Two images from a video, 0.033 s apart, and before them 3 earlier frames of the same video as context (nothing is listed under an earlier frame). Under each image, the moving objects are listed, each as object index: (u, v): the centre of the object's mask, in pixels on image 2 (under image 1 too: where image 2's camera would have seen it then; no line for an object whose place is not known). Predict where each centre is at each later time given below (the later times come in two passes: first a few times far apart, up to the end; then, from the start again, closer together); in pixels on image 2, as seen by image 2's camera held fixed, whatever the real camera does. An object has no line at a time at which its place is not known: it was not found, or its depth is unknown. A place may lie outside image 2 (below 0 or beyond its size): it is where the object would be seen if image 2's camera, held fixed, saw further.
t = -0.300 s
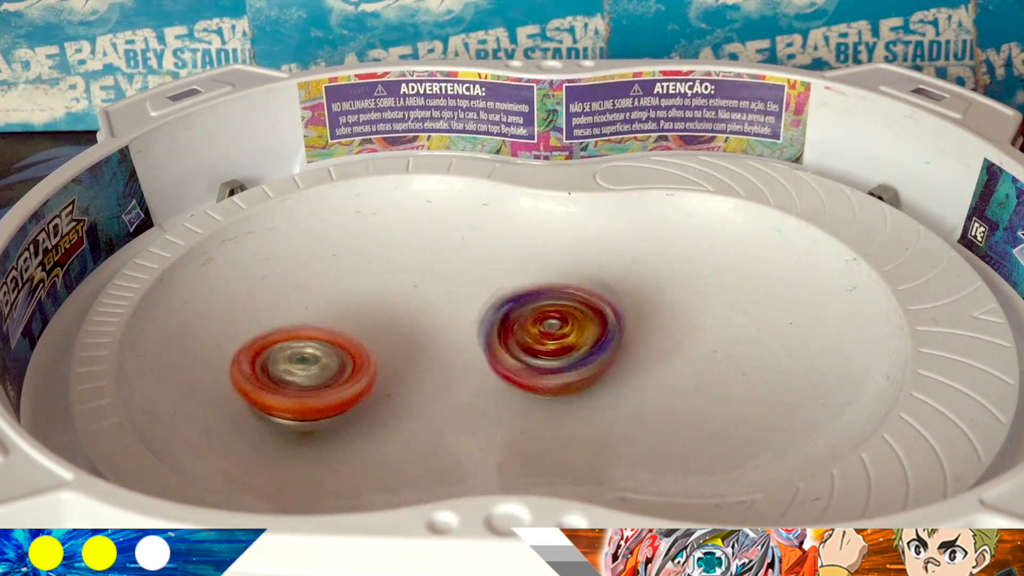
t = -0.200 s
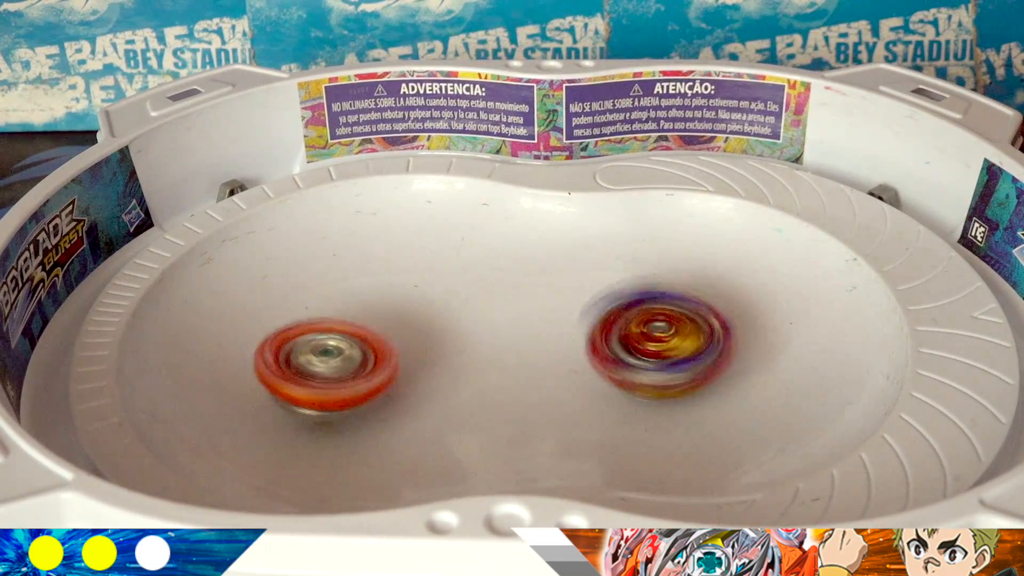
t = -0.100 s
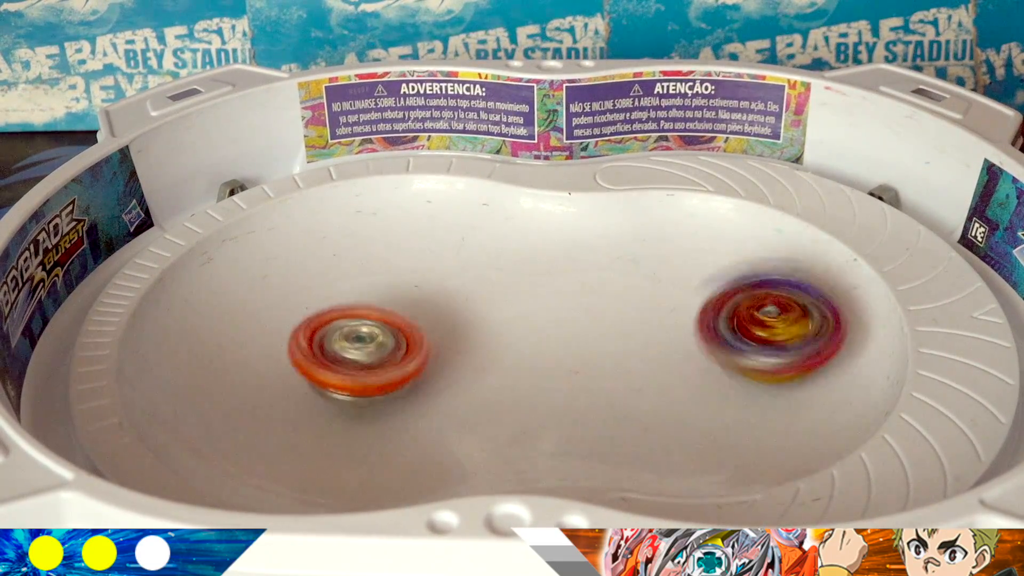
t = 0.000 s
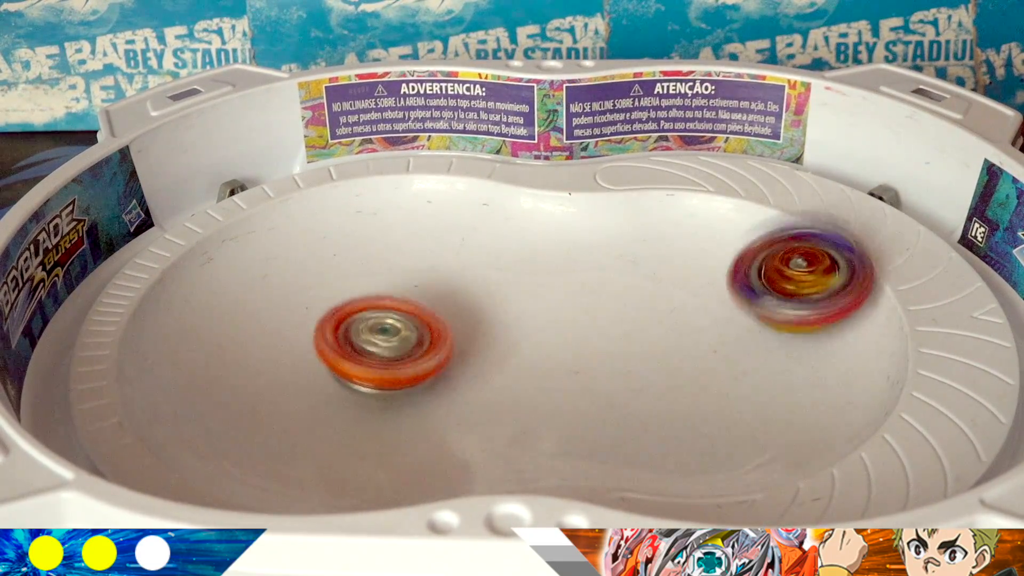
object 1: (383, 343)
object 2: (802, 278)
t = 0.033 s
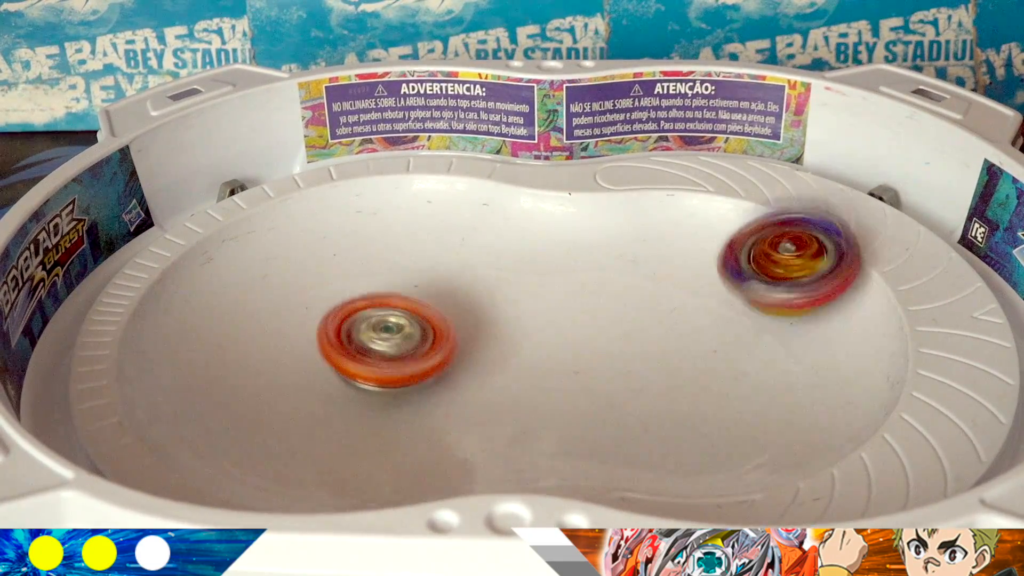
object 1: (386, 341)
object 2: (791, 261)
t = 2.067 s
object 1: (406, 284)
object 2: (575, 339)
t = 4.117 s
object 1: (374, 335)
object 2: (649, 332)
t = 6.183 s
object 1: (355, 300)
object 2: (721, 334)
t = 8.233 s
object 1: (421, 283)
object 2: (490, 357)
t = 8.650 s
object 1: (387, 305)
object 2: (494, 352)
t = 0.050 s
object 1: (387, 340)
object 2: (782, 254)
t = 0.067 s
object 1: (388, 337)
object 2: (770, 246)
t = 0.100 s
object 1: (387, 331)
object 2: (739, 236)
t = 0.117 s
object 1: (386, 328)
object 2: (721, 235)
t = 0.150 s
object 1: (381, 321)
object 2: (683, 234)
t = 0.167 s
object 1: (379, 317)
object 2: (662, 237)
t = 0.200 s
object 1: (373, 310)
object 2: (627, 247)
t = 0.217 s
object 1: (371, 306)
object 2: (610, 256)
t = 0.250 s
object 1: (364, 301)
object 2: (574, 276)
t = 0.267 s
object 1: (360, 299)
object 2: (557, 287)
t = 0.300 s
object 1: (352, 298)
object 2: (525, 309)
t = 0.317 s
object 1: (350, 298)
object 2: (511, 323)
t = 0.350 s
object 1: (345, 300)
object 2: (486, 346)
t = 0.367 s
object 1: (343, 301)
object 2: (474, 356)
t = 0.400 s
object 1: (338, 303)
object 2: (455, 373)
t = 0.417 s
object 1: (337, 305)
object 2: (449, 381)
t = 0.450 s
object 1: (336, 308)
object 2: (438, 394)
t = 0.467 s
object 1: (337, 308)
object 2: (433, 397)
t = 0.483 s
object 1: (338, 309)
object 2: (431, 400)
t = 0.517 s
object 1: (340, 310)
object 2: (426, 408)
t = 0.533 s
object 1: (342, 310)
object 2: (423, 409)
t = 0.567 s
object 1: (349, 310)
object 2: (422, 409)
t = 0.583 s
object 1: (352, 310)
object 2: (423, 410)
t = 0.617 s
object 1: (359, 310)
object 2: (426, 408)
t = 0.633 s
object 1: (362, 309)
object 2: (427, 405)
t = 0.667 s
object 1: (367, 309)
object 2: (432, 398)
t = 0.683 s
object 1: (371, 308)
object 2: (436, 395)
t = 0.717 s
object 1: (378, 307)
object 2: (444, 386)
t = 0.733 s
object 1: (380, 305)
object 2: (449, 384)
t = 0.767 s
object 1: (375, 289)
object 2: (465, 385)
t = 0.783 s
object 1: (373, 282)
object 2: (474, 385)
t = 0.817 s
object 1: (371, 270)
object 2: (492, 385)
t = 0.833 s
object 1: (369, 266)
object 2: (501, 384)
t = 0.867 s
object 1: (368, 262)
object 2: (516, 380)
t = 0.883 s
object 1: (368, 261)
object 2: (522, 378)
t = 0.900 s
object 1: (370, 262)
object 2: (529, 374)
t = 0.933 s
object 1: (373, 266)
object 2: (534, 367)
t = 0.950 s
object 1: (374, 269)
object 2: (534, 362)
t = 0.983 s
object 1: (375, 279)
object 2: (532, 354)
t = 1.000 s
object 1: (376, 285)
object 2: (529, 349)
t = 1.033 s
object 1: (375, 295)
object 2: (518, 340)
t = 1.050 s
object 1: (373, 301)
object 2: (510, 336)
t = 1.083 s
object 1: (345, 302)
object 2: (514, 336)
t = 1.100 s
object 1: (325, 298)
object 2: (522, 339)
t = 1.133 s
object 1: (291, 290)
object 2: (538, 342)
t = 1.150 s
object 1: (278, 287)
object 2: (548, 343)
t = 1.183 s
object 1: (259, 282)
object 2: (564, 347)
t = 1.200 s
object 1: (255, 281)
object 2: (570, 349)
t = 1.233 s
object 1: (250, 284)
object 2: (583, 352)
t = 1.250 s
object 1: (253, 289)
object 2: (592, 353)
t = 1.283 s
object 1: (264, 299)
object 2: (610, 352)
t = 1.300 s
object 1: (272, 305)
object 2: (616, 353)
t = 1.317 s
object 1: (282, 311)
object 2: (621, 352)
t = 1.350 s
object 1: (307, 321)
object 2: (635, 349)
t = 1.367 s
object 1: (320, 325)
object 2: (643, 349)
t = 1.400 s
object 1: (343, 332)
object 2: (653, 345)
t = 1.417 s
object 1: (354, 335)
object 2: (656, 344)
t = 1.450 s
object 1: (376, 339)
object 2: (664, 340)
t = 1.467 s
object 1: (385, 341)
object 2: (670, 339)
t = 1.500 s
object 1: (401, 343)
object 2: (672, 336)
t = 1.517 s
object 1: (408, 343)
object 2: (672, 334)
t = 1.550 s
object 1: (421, 342)
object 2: (675, 329)
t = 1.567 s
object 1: (427, 341)
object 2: (676, 328)
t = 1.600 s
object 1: (439, 335)
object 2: (670, 325)
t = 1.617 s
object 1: (444, 333)
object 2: (668, 325)
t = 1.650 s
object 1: (453, 327)
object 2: (666, 321)
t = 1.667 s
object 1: (458, 323)
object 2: (662, 321)
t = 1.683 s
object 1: (464, 319)
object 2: (657, 320)
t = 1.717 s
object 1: (471, 312)
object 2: (650, 319)
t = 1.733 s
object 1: (474, 307)
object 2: (647, 319)
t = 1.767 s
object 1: (481, 299)
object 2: (634, 319)
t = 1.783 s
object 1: (482, 296)
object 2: (626, 319)
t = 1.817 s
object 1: (480, 289)
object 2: (619, 318)
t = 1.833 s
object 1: (474, 286)
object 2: (615, 319)
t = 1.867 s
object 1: (461, 281)
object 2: (609, 325)
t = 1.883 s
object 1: (456, 280)
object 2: (610, 325)
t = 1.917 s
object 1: (445, 279)
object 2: (602, 330)
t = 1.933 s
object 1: (440, 279)
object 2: (599, 332)
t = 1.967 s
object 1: (429, 281)
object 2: (598, 331)
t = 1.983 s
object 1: (425, 281)
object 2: (593, 333)
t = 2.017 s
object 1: (416, 282)
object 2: (588, 336)
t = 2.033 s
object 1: (412, 283)
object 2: (586, 336)
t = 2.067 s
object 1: (406, 284)
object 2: (575, 339)
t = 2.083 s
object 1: (403, 285)
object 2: (575, 338)
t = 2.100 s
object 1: (401, 285)
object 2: (574, 338)
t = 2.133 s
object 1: (397, 287)
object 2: (563, 342)
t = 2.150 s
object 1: (396, 288)
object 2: (564, 341)
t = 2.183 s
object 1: (393, 291)
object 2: (557, 341)
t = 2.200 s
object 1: (392, 292)
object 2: (552, 342)
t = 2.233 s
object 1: (391, 296)
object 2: (551, 339)
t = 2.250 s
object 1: (390, 298)
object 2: (546, 341)
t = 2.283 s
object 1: (390, 302)
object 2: (540, 338)
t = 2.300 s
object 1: (390, 304)
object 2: (535, 337)
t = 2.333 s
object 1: (389, 308)
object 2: (521, 339)
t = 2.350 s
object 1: (385, 307)
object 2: (521, 339)
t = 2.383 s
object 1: (358, 302)
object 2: (531, 343)
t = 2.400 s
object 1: (346, 300)
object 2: (537, 344)
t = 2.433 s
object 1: (327, 296)
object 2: (544, 347)
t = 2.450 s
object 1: (320, 296)
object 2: (547, 349)
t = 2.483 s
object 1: (311, 295)
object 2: (554, 349)
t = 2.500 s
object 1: (308, 296)
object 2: (552, 351)
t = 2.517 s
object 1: (308, 297)
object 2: (559, 351)
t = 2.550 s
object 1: (311, 302)
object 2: (558, 353)
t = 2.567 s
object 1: (314, 306)
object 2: (564, 354)
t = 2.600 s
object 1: (326, 314)
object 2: (565, 353)
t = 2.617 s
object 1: (332, 318)
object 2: (568, 353)
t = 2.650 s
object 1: (348, 325)
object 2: (570, 350)
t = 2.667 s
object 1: (357, 329)
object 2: (570, 352)
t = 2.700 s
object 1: (372, 336)
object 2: (573, 350)
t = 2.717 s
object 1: (381, 340)
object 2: (568, 349)
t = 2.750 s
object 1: (394, 346)
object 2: (570, 345)
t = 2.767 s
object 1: (399, 350)
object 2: (566, 346)
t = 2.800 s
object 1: (407, 353)
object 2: (568, 342)
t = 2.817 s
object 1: (410, 354)
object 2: (561, 343)
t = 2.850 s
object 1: (414, 354)
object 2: (568, 338)
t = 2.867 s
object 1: (401, 354)
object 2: (577, 337)
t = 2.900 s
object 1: (379, 351)
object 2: (603, 330)
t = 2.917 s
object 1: (369, 349)
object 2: (606, 328)
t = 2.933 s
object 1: (358, 346)
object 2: (617, 326)
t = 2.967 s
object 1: (343, 341)
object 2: (633, 319)
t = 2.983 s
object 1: (336, 338)
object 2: (641, 315)
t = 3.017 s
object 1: (328, 331)
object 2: (651, 308)
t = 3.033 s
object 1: (324, 328)
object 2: (657, 305)
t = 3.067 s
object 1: (323, 322)
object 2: (663, 300)
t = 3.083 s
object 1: (325, 320)
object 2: (670, 298)
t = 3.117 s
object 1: (332, 315)
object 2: (670, 297)
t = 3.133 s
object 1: (338, 315)
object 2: (676, 293)
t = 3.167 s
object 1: (349, 314)
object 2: (674, 293)
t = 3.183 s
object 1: (356, 316)
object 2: (678, 293)
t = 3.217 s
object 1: (366, 319)
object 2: (674, 295)
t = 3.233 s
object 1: (371, 323)
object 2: (679, 294)
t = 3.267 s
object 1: (379, 327)
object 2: (675, 297)
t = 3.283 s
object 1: (383, 331)
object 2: (677, 295)
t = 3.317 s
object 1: (387, 334)
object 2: (673, 300)
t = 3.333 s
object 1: (388, 337)
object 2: (675, 301)
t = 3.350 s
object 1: (390, 338)
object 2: (669, 304)
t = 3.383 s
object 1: (388, 340)
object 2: (673, 307)
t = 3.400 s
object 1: (387, 341)
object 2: (670, 312)
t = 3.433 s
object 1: (381, 340)
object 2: (674, 315)
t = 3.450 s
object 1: (379, 340)
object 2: (674, 320)
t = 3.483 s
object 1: (372, 336)
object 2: (677, 322)
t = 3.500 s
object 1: (369, 334)
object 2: (680, 327)
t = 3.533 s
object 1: (364, 328)
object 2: (680, 331)
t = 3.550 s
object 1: (362, 325)
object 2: (687, 332)
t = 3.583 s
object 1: (361, 317)
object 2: (688, 338)
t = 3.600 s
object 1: (361, 314)
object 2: (695, 338)
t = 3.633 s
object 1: (364, 307)
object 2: (696, 343)
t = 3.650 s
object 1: (366, 304)
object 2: (701, 342)
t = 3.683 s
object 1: (373, 298)
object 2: (707, 344)
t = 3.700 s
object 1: (376, 296)
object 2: (705, 344)
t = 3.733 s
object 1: (385, 292)
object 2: (712, 343)
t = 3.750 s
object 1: (388, 292)
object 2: (710, 346)
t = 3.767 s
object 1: (392, 292)
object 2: (712, 344)
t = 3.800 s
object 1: (396, 294)
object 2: (708, 343)
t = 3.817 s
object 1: (399, 297)
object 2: (714, 343)
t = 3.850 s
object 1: (403, 302)
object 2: (713, 339)
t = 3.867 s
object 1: (404, 305)
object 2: (707, 341)
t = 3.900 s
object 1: (405, 315)
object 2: (704, 338)
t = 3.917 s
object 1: (404, 319)
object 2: (697, 338)
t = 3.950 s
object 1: (398, 329)
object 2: (693, 337)
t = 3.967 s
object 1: (395, 330)
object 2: (691, 336)
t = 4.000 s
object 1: (388, 336)
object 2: (679, 336)
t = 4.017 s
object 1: (386, 337)
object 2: (681, 335)
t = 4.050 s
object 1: (381, 340)
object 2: (670, 335)
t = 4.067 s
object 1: (380, 338)
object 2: (669, 333)
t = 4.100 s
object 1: (375, 338)
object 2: (659, 333)
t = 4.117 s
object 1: (374, 335)
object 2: (649, 332)
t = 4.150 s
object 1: (371, 331)
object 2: (640, 330)
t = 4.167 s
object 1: (371, 328)
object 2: (631, 331)
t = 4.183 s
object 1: (371, 326)
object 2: (630, 329)
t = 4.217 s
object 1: (375, 317)
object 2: (613, 328)
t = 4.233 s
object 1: (376, 314)
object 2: (608, 326)
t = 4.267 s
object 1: (383, 305)
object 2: (595, 326)
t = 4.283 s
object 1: (386, 302)
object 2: (582, 326)
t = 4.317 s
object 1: (397, 296)
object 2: (566, 325)
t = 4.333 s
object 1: (401, 292)
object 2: (553, 328)
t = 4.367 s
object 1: (413, 290)
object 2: (533, 327)
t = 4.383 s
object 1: (415, 286)
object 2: (531, 330)
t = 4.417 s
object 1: (408, 279)
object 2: (524, 338)
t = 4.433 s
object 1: (406, 276)
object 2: (522, 342)
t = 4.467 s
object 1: (397, 271)
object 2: (518, 351)
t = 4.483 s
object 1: (394, 272)
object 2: (512, 358)
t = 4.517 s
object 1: (384, 272)
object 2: (512, 364)
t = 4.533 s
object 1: (381, 274)
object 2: (518, 365)
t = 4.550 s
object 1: (375, 276)
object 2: (516, 367)
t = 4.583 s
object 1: (367, 281)
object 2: (523, 369)
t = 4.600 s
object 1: (362, 283)
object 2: (524, 373)
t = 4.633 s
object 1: (359, 294)
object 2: (527, 372)
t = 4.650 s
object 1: (357, 298)
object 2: (536, 369)
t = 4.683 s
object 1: (357, 307)
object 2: (540, 368)
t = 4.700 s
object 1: (357, 312)
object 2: (534, 366)
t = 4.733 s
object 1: (360, 319)
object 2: (536, 362)
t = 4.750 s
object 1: (361, 324)
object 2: (537, 361)
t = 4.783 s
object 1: (364, 332)
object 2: (534, 355)
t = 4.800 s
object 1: (368, 337)
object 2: (532, 351)
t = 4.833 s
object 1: (371, 344)
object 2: (524, 343)
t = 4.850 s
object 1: (374, 348)
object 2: (517, 344)
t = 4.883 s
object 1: (363, 352)
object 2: (518, 338)
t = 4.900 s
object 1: (358, 352)
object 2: (526, 333)
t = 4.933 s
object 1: (352, 354)
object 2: (529, 326)
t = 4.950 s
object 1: (349, 353)
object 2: (523, 325)
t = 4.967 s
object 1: (346, 354)
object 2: (528, 319)
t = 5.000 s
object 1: (343, 353)
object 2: (523, 313)
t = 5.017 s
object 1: (342, 352)
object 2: (514, 314)
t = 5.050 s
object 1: (340, 351)
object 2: (502, 311)
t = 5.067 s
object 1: (341, 349)
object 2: (501, 307)
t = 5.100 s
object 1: (341, 346)
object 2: (486, 306)
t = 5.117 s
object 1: (343, 344)
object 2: (475, 309)
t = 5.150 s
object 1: (321, 340)
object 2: (477, 313)
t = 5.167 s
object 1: (304, 341)
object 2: (486, 310)
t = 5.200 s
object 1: (279, 337)
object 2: (489, 310)
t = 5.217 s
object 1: (270, 335)
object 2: (497, 310)
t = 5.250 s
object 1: (260, 332)
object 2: (496, 314)
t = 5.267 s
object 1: (260, 331)
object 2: (494, 317)
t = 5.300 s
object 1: (261, 332)
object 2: (493, 324)
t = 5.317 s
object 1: (265, 334)
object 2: (486, 331)
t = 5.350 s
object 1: (277, 337)
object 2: (489, 338)
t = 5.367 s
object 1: (285, 339)
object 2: (486, 342)
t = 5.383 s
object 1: (294, 341)
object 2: (493, 344)
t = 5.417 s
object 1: (313, 345)
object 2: (491, 350)
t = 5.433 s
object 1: (325, 347)
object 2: (493, 354)
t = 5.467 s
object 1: (345, 349)
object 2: (498, 356)
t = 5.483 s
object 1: (353, 349)
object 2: (495, 361)
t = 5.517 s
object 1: (352, 345)
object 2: (530, 366)
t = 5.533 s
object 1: (350, 342)
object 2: (539, 372)
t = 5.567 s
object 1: (346, 336)
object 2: (572, 373)
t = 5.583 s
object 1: (346, 334)
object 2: (578, 375)
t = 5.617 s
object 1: (346, 331)
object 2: (602, 379)
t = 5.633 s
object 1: (345, 328)
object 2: (607, 379)
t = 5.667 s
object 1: (347, 325)
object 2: (633, 381)
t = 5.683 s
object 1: (347, 325)
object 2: (634, 382)
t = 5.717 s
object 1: (349, 323)
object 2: (653, 386)
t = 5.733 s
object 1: (351, 323)
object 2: (653, 388)
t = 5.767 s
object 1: (351, 322)
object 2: (671, 387)
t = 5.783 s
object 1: (350, 320)
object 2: (672, 391)
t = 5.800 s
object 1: (350, 321)
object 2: (684, 389)
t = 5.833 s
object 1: (349, 320)
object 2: (693, 394)
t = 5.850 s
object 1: (349, 319)
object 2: (705, 392)
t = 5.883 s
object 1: (348, 319)
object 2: (717, 395)
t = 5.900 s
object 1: (346, 318)
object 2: (728, 392)
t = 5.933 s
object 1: (346, 316)
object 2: (739, 390)
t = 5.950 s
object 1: (346, 317)
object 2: (744, 384)
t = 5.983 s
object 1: (345, 316)
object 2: (751, 379)
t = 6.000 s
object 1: (346, 313)
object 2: (751, 374)
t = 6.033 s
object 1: (347, 312)
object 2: (752, 366)
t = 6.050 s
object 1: (346, 311)
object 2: (747, 361)
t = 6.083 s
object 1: (347, 308)
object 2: (741, 354)
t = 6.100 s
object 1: (350, 308)
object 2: (736, 349)
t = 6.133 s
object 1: (351, 306)
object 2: (732, 343)
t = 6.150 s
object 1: (352, 302)
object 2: (725, 338)
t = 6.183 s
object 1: (355, 300)
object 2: (721, 334)
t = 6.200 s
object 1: (356, 300)
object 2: (714, 327)
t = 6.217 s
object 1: (359, 297)
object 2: (715, 324)
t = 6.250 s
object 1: (364, 295)
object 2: (707, 317)
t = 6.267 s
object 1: (364, 294)
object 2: (708, 314)
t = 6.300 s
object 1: (369, 292)
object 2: (700, 306)
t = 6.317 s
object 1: (372, 291)
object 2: (701, 302)
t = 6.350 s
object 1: (376, 290)
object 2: (694, 295)
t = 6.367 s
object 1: (377, 289)
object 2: (696, 290)
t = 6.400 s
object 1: (380, 289)
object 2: (687, 282)
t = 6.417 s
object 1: (379, 290)
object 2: (689, 277)
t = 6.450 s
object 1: (380, 291)
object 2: (681, 270)
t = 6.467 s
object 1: (380, 291)
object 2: (682, 266)
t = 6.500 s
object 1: (379, 292)
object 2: (670, 260)
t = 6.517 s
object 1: (377, 294)
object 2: (668, 256)
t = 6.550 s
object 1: (375, 297)
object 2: (656, 255)
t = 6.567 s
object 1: (375, 297)
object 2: (652, 254)
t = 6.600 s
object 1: (375, 298)
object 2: (642, 258)
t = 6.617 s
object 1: (375, 299)
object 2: (636, 260)
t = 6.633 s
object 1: (377, 300)
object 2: (635, 264)
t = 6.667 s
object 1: (381, 302)
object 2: (621, 274)
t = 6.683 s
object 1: (385, 303)
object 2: (623, 278)
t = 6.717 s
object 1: (391, 306)
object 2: (612, 290)
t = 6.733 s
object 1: (393, 308)
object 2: (615, 294)
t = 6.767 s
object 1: (399, 311)
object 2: (606, 305)
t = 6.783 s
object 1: (403, 312)
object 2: (609, 307)
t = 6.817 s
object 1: (409, 314)
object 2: (600, 317)
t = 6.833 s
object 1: (412, 316)
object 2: (603, 316)
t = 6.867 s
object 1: (418, 319)
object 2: (595, 325)
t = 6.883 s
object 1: (422, 318)
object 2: (595, 327)
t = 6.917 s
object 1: (428, 318)
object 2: (583, 335)
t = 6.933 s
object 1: (432, 320)
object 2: (581, 336)
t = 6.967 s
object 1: (437, 321)
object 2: (570, 344)
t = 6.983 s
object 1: (432, 317)
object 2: (572, 350)
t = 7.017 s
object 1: (423, 315)
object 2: (570, 358)
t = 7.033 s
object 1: (417, 315)
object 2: (565, 358)
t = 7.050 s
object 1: (414, 313)
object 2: (566, 360)
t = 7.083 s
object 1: (407, 312)
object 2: (551, 366)
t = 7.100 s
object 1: (403, 314)
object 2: (548, 366)
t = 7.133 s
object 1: (396, 315)
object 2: (538, 371)
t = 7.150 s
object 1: (393, 314)
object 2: (535, 371)
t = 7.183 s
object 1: (387, 317)
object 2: (532, 370)
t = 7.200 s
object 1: (384, 319)
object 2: (522, 366)
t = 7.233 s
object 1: (380, 322)
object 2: (517, 366)
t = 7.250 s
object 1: (377, 322)
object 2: (510, 366)
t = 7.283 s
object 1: (373, 324)
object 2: (504, 356)
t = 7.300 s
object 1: (365, 323)
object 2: (511, 355)
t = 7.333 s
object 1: (350, 320)
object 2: (508, 355)
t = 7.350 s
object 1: (345, 318)
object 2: (508, 354)
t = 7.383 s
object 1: (336, 317)
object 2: (507, 353)
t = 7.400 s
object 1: (333, 317)
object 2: (499, 352)
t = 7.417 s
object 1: (331, 316)
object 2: (496, 351)
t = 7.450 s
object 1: (329, 316)
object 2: (499, 350)
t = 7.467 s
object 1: (327, 316)
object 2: (493, 349)
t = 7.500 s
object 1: (327, 316)
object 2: (488, 344)
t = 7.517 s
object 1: (329, 316)
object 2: (488, 342)
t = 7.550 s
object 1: (331, 317)
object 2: (475, 340)
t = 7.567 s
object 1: (332, 317)
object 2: (471, 338)
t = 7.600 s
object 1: (324, 313)
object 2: (484, 337)
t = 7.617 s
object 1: (319, 310)
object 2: (490, 339)
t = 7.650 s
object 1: (312, 306)
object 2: (494, 339)
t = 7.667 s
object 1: (311, 304)
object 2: (498, 340)
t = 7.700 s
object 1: (313, 302)
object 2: (495, 343)
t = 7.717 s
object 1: (314, 302)
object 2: (491, 343)
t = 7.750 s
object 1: (319, 302)
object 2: (492, 341)
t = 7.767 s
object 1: (323, 302)
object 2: (492, 340)
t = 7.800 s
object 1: (330, 303)
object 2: (486, 345)
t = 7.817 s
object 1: (333, 303)
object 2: (486, 345)
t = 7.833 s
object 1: (338, 304)
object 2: (488, 344)
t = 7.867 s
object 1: (347, 306)
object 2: (493, 344)
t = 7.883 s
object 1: (350, 306)
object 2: (492, 346)
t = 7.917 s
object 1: (359, 307)
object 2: (490, 342)
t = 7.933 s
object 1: (364, 307)
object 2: (491, 342)
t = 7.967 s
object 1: (370, 307)
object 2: (504, 343)
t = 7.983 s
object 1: (374, 308)
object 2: (509, 344)
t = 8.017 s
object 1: (378, 307)
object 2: (504, 341)
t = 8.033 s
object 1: (379, 306)
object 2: (501, 340)
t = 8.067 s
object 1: (384, 306)
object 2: (499, 339)
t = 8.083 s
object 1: (387, 301)
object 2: (501, 343)
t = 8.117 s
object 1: (396, 295)
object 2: (506, 350)
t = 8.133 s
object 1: (399, 293)
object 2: (506, 352)
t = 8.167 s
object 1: (408, 289)
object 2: (504, 355)
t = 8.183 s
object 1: (411, 287)
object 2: (501, 355)
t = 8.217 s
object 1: (418, 284)
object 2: (493, 357)
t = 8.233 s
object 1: (421, 283)
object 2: (490, 357)
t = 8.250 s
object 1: (422, 281)
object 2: (492, 361)
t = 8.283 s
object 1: (422, 276)
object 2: (497, 368)
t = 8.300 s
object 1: (419, 272)
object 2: (498, 371)
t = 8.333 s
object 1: (416, 269)
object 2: (497, 372)
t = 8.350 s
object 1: (415, 268)
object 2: (497, 371)
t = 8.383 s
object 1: (411, 269)
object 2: (498, 369)
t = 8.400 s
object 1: (410, 270)
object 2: (499, 367)
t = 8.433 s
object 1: (407, 273)
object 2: (498, 365)
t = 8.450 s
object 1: (405, 276)
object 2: (498, 364)
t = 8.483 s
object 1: (403, 280)
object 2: (495, 361)
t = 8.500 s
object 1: (401, 283)
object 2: (495, 360)
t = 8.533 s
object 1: (398, 288)
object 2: (496, 357)
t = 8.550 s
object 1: (397, 290)
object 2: (497, 356)
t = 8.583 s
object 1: (395, 298)
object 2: (496, 352)
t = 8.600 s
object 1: (394, 300)
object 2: (495, 351)
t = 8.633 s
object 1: (391, 303)
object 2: (495, 351)
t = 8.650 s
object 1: (387, 305)
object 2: (494, 352)
